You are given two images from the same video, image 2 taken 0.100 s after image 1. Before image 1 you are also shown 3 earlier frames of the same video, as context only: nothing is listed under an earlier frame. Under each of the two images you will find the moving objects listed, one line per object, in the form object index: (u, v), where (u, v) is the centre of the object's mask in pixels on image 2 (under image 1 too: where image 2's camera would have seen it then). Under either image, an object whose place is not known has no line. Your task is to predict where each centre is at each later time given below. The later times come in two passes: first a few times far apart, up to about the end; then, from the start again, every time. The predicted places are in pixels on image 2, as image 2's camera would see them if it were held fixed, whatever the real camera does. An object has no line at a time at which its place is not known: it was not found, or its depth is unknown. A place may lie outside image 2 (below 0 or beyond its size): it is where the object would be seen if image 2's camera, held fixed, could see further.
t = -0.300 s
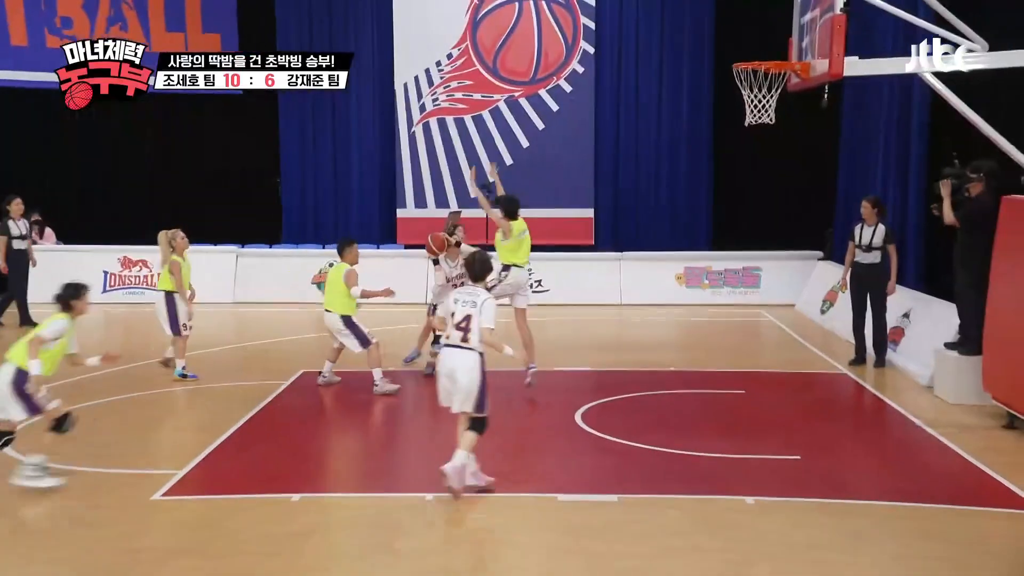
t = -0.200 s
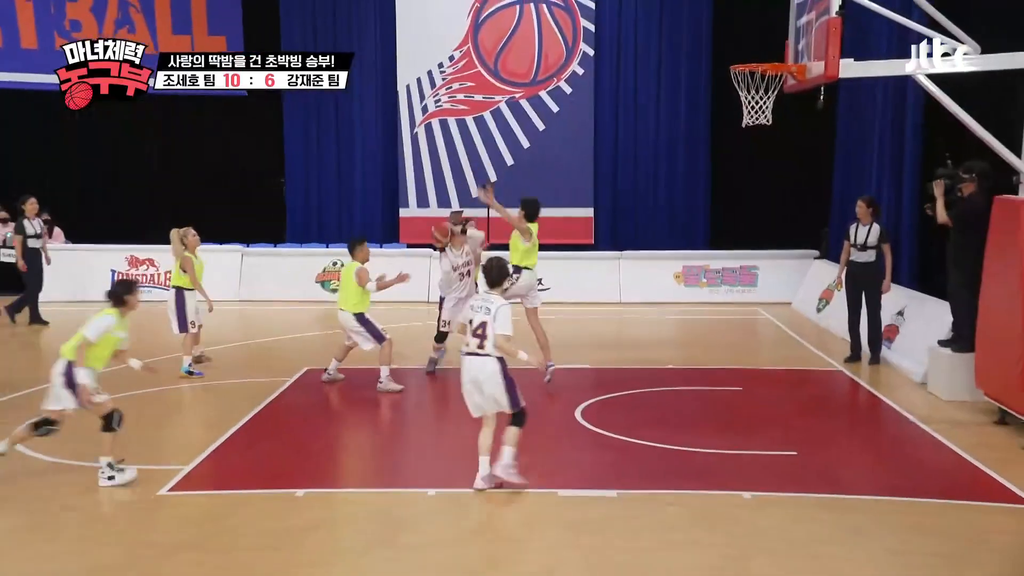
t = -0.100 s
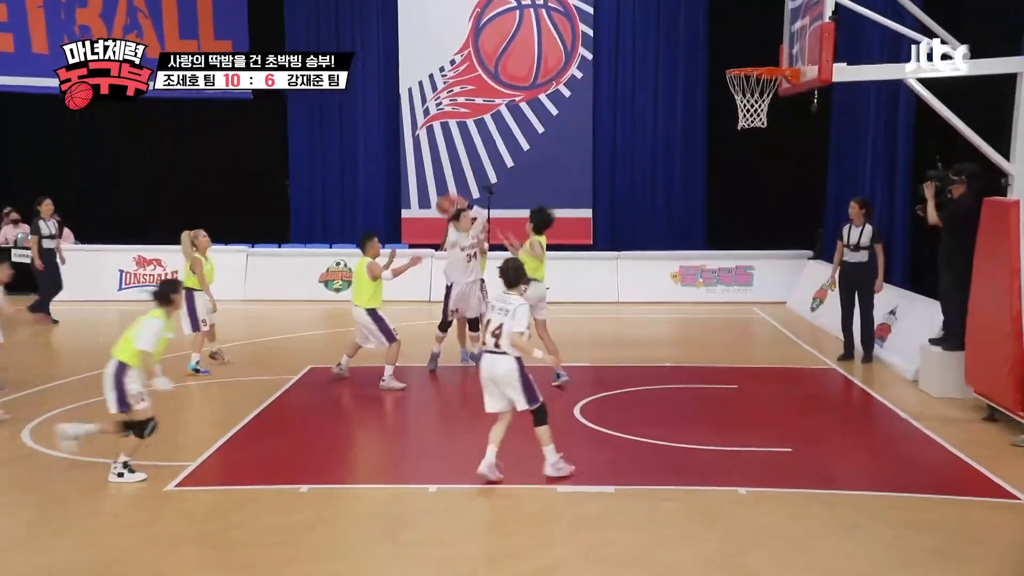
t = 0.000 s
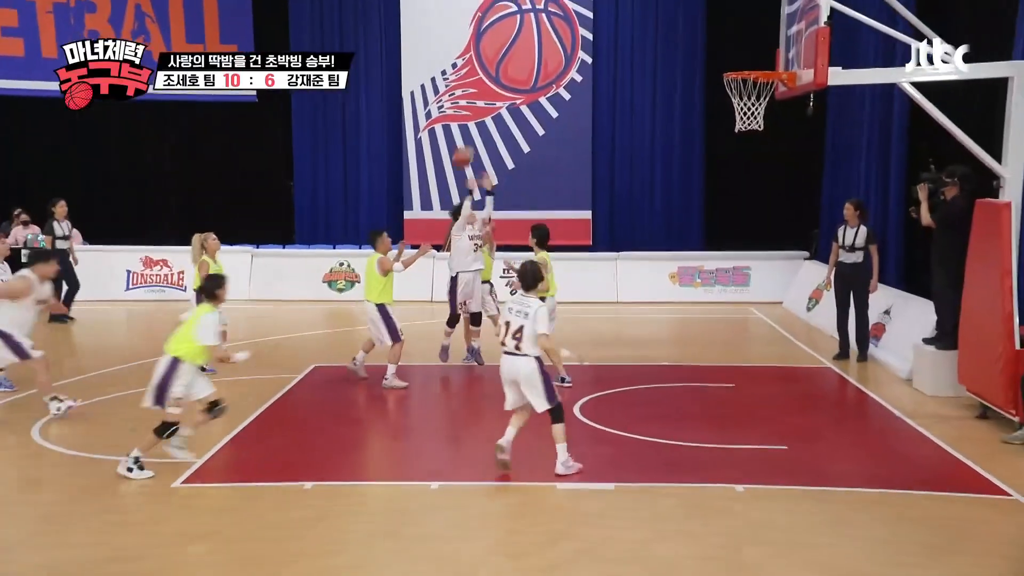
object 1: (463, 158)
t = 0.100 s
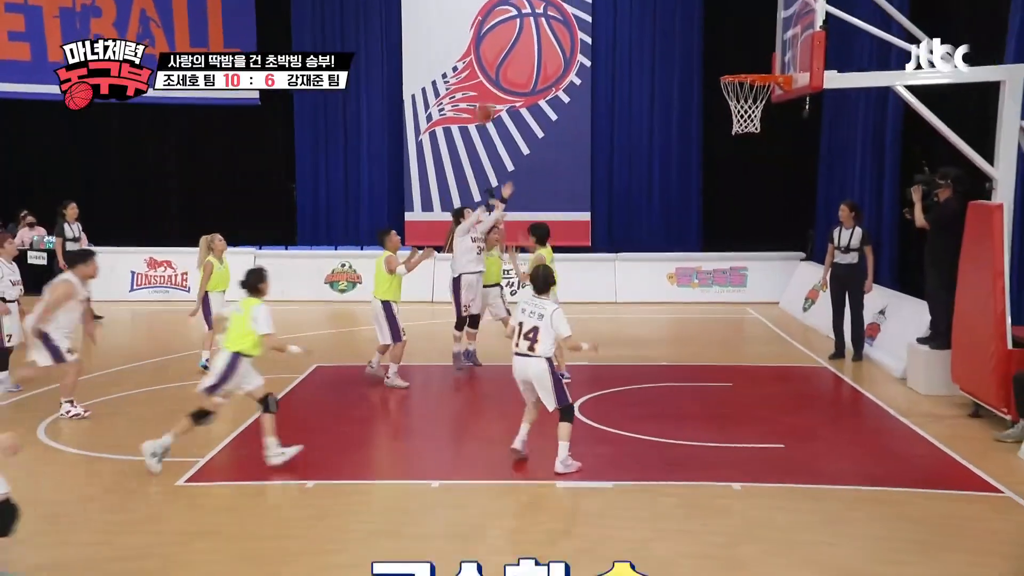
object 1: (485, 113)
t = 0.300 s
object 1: (525, 47)
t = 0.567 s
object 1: (587, 13)
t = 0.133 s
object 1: (489, 99)
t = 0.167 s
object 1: (497, 87)
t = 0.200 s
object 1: (504, 76)
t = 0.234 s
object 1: (512, 67)
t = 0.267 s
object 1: (519, 57)
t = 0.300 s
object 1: (525, 47)
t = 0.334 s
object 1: (532, 38)
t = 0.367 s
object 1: (540, 32)
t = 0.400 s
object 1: (548, 27)
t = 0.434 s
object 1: (555, 21)
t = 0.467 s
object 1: (564, 18)
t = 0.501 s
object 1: (572, 15)
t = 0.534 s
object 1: (579, 13)
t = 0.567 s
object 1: (587, 13)
